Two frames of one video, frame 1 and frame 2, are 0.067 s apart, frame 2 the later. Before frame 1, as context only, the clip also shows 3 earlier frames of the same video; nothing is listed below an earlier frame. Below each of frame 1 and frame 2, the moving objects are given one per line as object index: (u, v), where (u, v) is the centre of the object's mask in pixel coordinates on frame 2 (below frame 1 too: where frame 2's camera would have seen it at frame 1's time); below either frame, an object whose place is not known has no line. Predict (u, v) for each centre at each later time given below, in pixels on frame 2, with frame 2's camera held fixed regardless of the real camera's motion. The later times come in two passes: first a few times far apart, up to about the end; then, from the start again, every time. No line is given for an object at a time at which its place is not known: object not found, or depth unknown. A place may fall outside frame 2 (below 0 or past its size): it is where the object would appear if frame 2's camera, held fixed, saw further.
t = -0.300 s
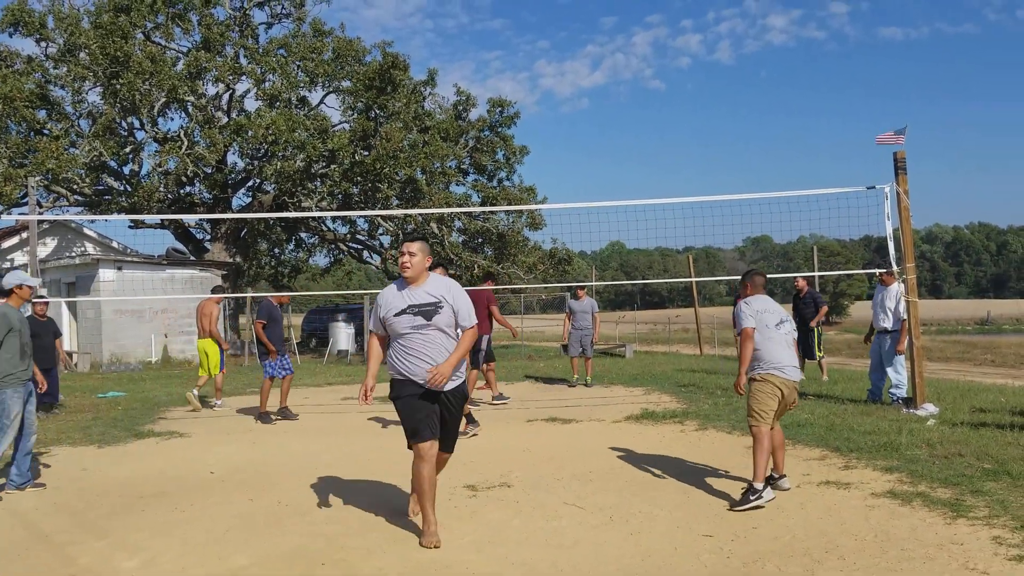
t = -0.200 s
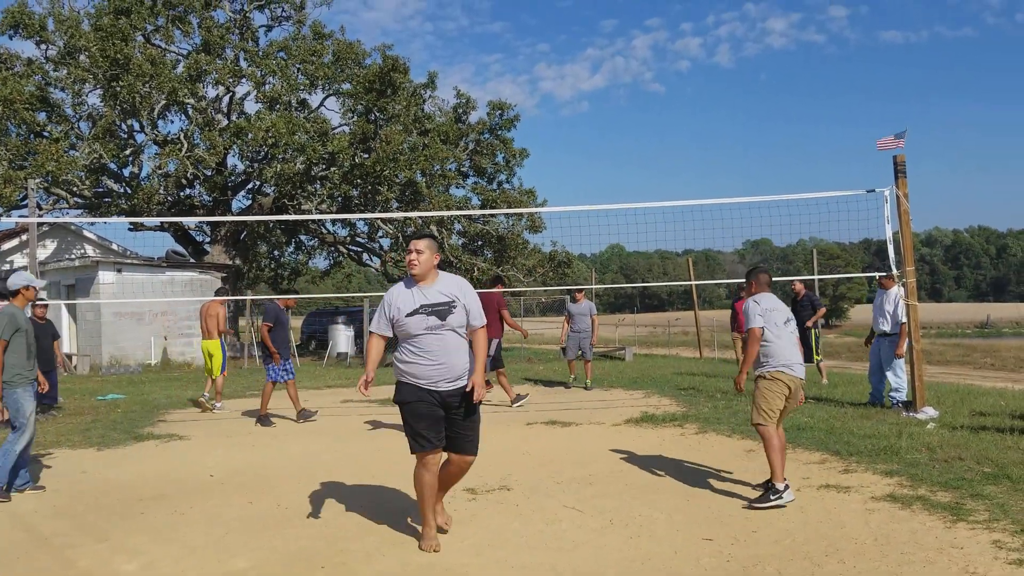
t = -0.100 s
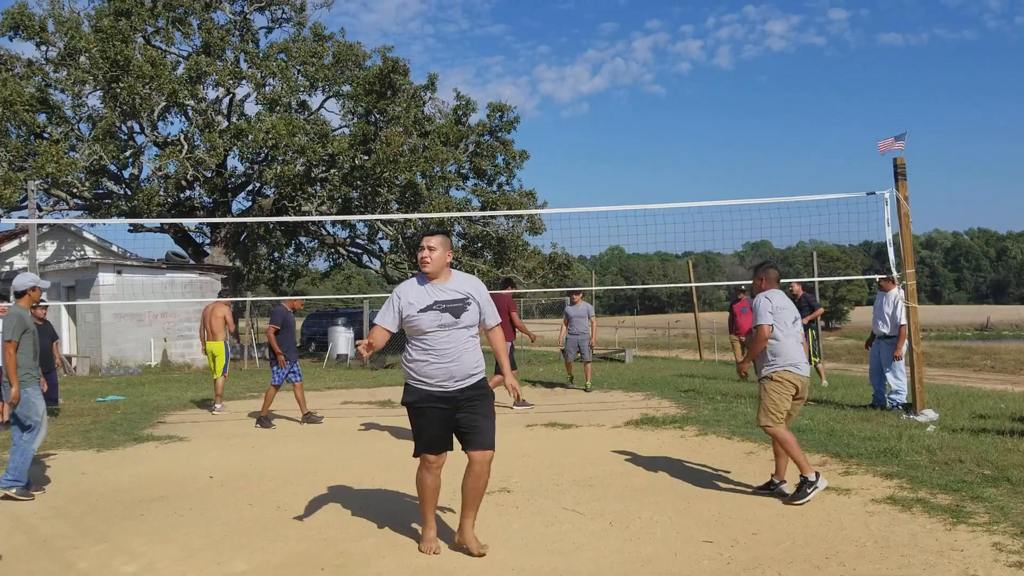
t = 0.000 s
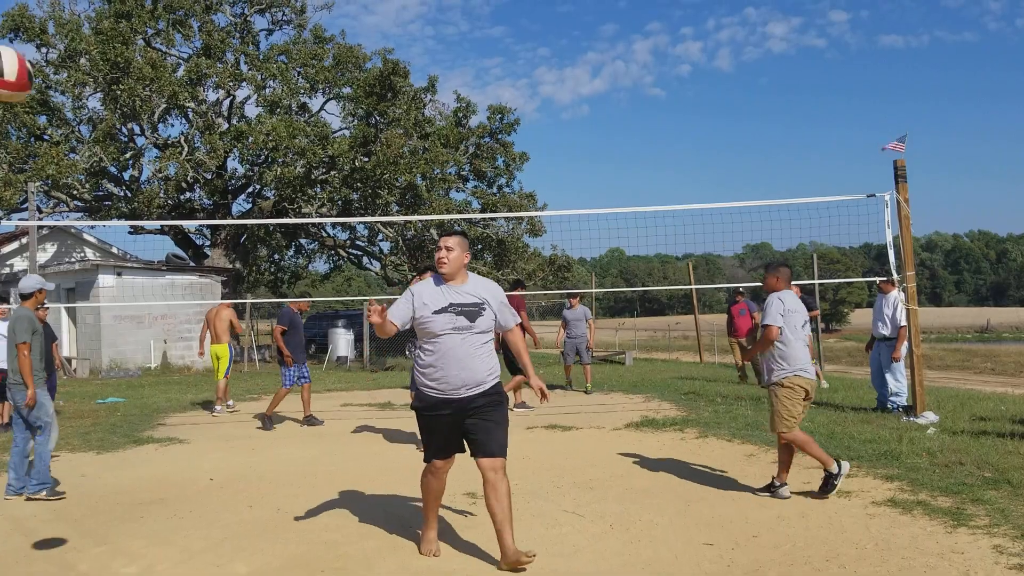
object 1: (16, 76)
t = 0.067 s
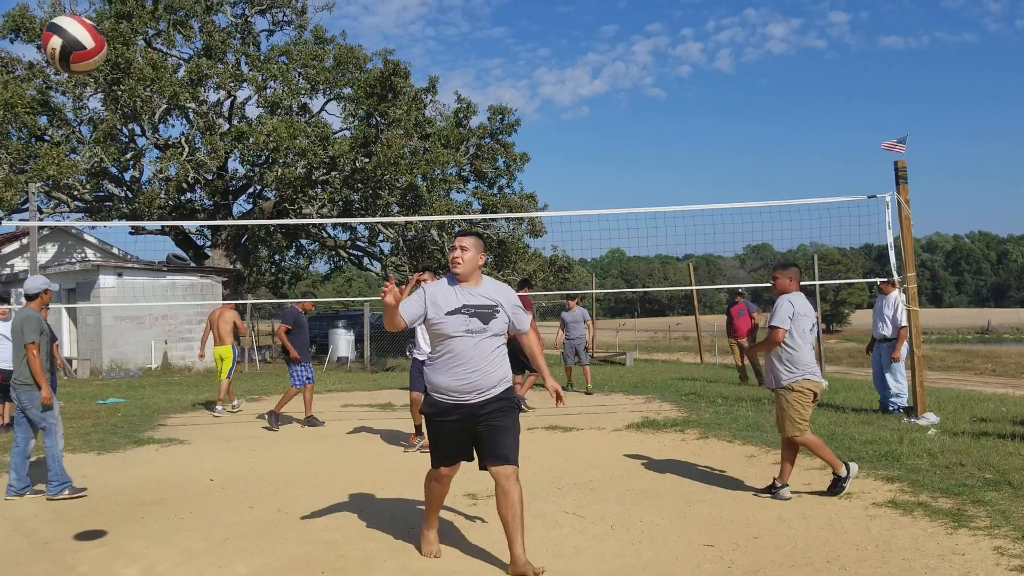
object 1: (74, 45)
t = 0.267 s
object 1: (279, 32)
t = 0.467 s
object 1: (461, 118)
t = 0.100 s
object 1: (109, 35)
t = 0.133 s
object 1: (145, 28)
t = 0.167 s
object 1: (179, 25)
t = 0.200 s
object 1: (213, 25)
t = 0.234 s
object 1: (247, 27)
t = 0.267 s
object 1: (279, 32)
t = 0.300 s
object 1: (312, 41)
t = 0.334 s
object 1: (343, 51)
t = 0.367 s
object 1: (374, 64)
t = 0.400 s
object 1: (404, 79)
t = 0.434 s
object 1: (433, 97)
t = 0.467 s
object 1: (461, 118)
